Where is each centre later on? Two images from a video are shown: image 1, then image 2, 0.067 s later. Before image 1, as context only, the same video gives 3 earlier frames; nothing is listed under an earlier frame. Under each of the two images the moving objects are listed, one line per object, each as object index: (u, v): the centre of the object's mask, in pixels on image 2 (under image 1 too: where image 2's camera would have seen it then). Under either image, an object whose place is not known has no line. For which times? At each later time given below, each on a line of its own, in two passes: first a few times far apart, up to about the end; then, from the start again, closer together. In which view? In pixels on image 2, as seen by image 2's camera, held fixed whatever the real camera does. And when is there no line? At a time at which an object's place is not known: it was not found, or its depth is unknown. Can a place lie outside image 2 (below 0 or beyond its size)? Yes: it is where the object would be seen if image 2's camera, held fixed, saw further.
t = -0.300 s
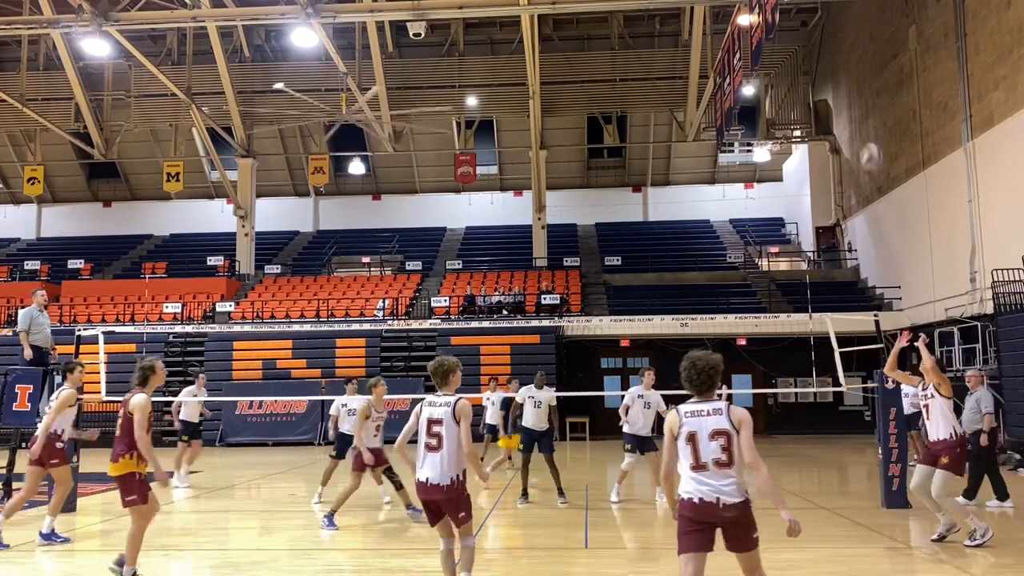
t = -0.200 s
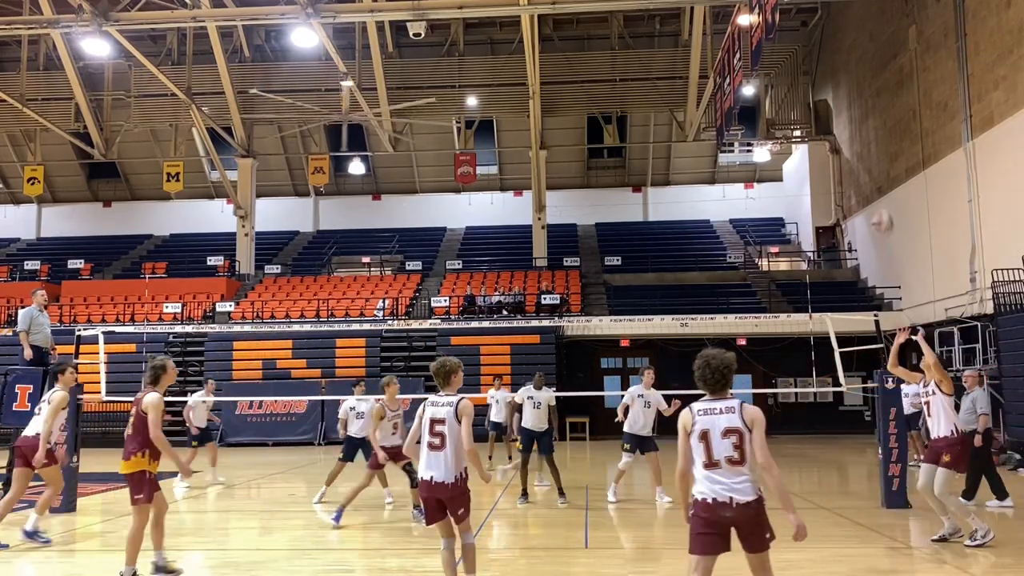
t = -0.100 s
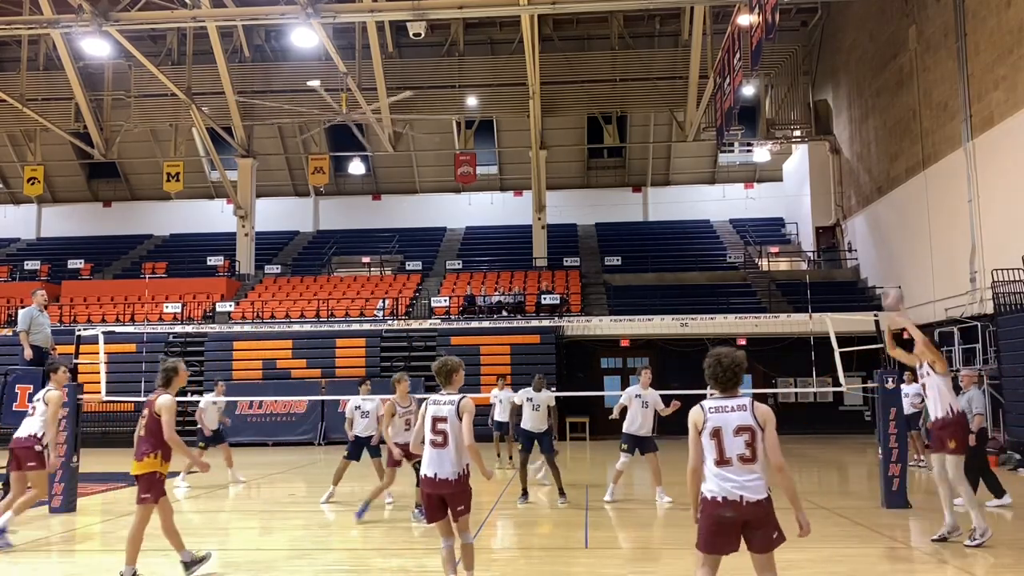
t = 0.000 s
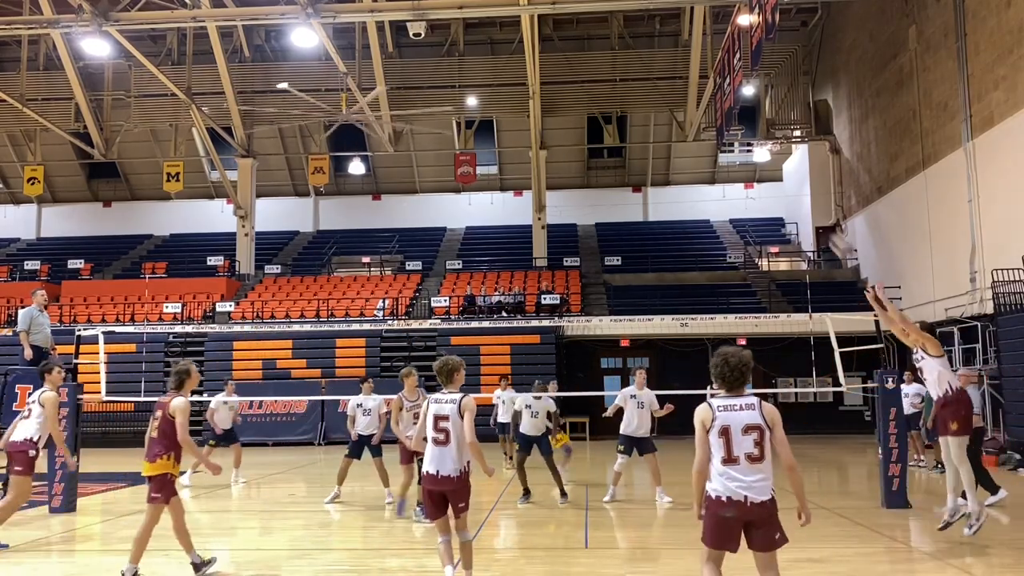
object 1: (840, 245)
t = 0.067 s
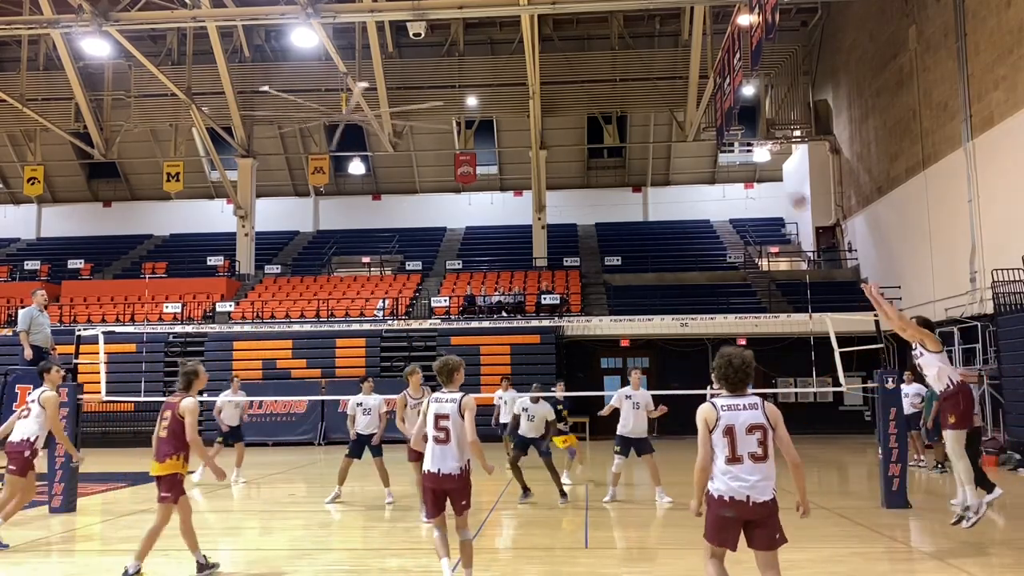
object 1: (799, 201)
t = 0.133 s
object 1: (758, 167)
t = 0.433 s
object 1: (604, 52)
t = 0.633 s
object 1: (519, 29)
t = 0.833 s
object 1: (446, 37)
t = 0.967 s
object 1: (401, 58)
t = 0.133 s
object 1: (758, 167)
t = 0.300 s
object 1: (667, 88)
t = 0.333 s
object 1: (651, 78)
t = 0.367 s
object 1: (635, 68)
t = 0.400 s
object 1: (619, 59)
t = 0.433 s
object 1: (604, 52)
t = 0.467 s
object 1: (590, 46)
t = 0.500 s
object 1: (575, 41)
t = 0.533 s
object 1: (561, 36)
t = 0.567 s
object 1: (548, 33)
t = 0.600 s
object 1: (536, 30)
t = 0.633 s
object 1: (519, 29)
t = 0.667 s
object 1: (508, 28)
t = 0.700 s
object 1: (495, 28)
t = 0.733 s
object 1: (482, 29)
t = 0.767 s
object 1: (470, 31)
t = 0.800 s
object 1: (457, 34)
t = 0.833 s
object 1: (446, 37)
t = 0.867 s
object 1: (435, 41)
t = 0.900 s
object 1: (423, 46)
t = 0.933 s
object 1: (412, 52)
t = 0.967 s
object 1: (401, 58)
